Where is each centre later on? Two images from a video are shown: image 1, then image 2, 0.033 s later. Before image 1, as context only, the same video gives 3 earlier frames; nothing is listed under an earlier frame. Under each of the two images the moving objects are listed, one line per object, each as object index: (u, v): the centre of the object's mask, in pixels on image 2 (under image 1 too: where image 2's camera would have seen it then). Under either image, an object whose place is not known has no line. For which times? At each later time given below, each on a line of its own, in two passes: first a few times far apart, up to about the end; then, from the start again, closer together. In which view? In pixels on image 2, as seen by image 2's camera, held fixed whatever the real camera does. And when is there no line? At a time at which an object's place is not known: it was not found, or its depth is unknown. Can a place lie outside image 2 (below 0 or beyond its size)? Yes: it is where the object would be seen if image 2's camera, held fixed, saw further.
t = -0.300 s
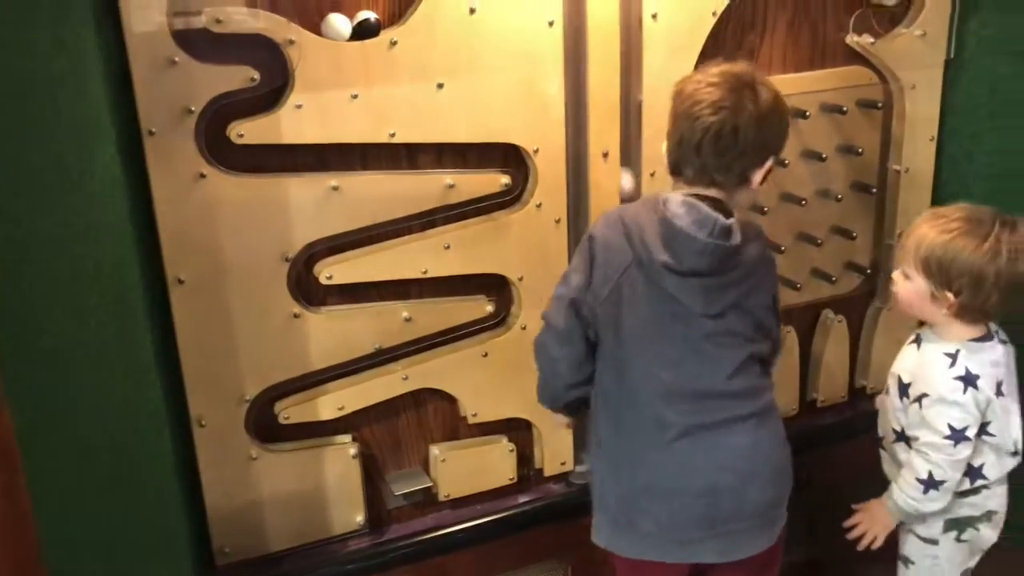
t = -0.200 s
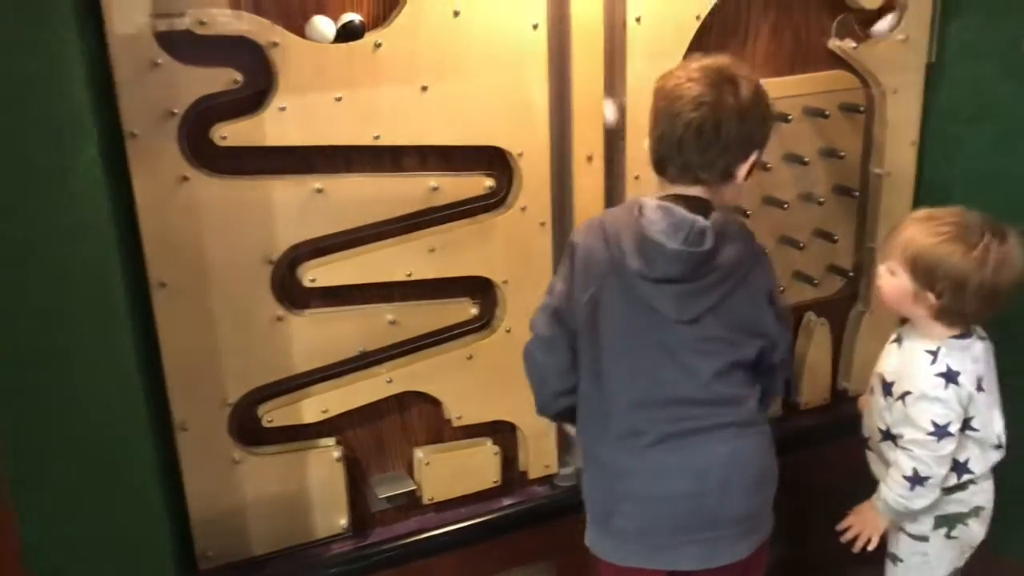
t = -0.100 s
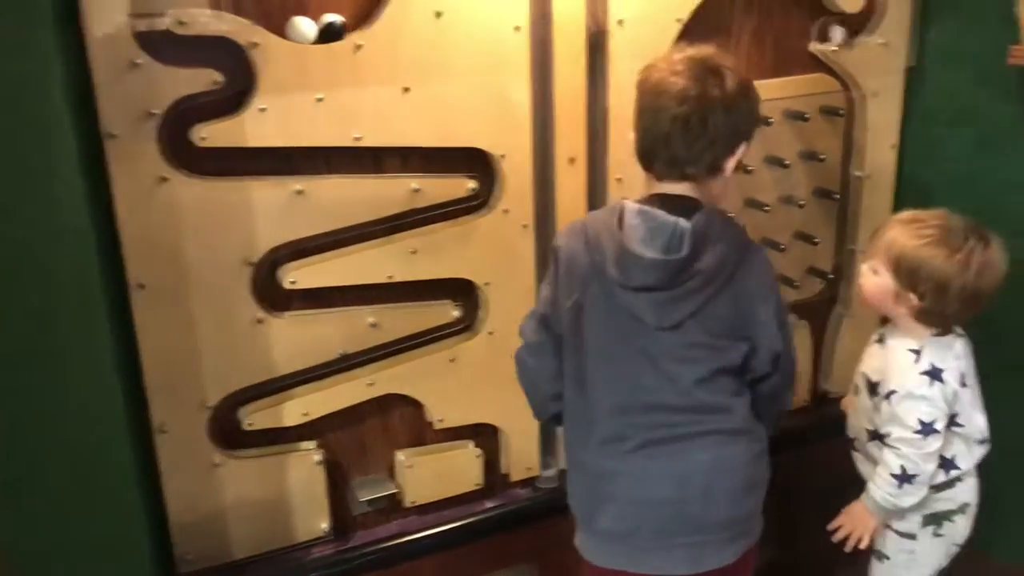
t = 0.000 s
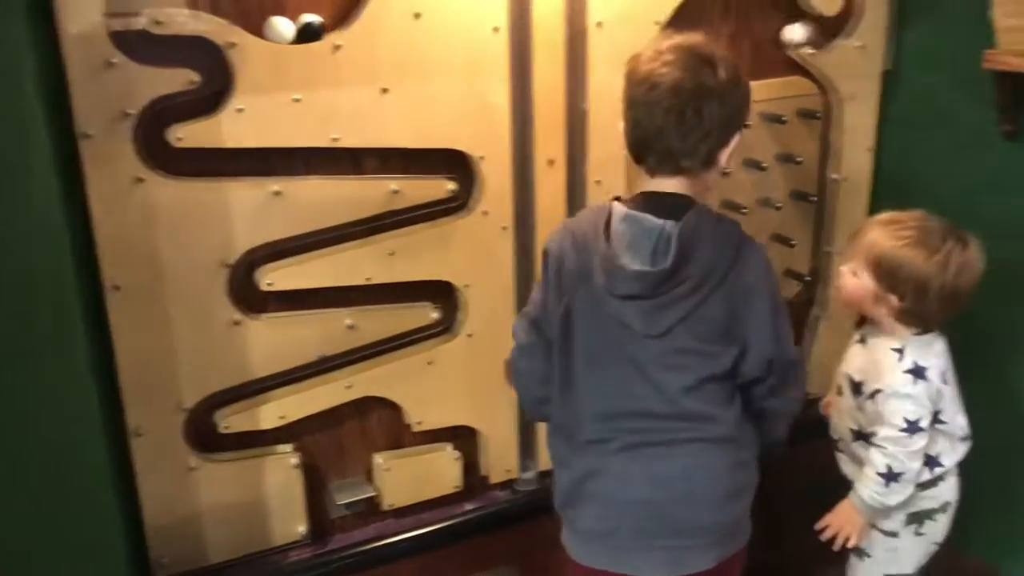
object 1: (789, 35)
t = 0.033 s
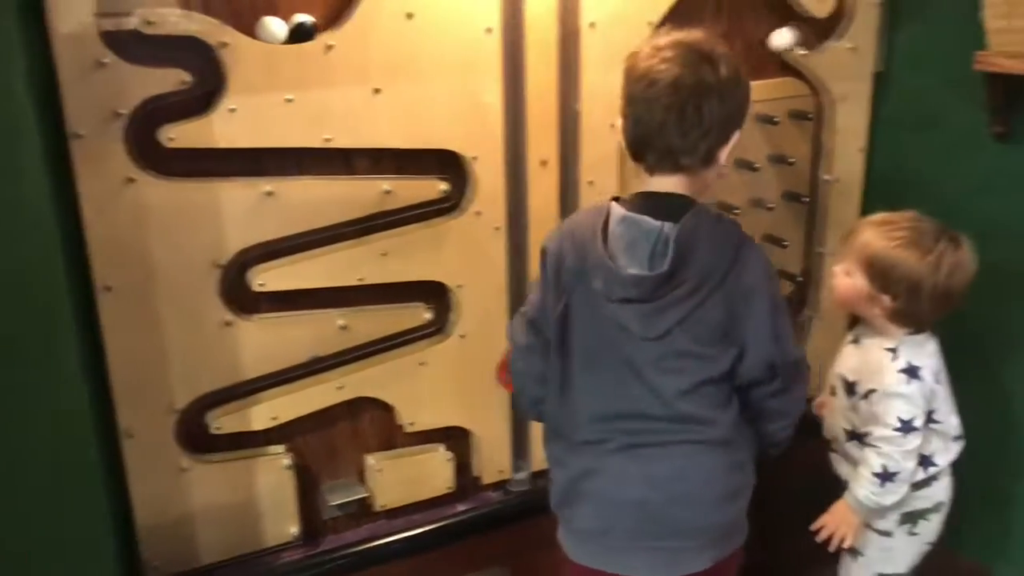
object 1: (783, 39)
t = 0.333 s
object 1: (692, 100)
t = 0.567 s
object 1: (694, 100)
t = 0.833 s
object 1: (670, 118)
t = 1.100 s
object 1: (638, 260)
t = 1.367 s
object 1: (654, 286)
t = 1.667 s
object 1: (668, 294)
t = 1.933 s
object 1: (636, 369)
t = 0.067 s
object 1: (778, 48)
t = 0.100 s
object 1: (779, 58)
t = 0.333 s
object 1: (692, 100)
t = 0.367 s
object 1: (699, 89)
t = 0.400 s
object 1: (702, 79)
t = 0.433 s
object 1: (700, 76)
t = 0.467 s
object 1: (697, 80)
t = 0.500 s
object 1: (695, 88)
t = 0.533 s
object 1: (696, 98)
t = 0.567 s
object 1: (694, 100)
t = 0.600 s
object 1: (693, 96)
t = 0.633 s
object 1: (691, 94)
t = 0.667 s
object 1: (689, 97)
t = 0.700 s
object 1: (686, 103)
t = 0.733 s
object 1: (682, 102)
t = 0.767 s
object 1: (679, 102)
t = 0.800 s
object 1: (675, 105)
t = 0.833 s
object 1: (670, 118)
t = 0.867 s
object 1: (669, 130)
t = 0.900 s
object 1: (661, 155)
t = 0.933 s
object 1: (649, 170)
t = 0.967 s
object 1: (633, 183)
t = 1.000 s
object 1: (627, 200)
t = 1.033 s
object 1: (633, 216)
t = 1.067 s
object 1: (635, 236)
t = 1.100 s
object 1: (638, 260)
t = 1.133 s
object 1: (643, 288)
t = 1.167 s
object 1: (632, 279)
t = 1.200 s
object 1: (628, 269)
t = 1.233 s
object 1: (636, 259)
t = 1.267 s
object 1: (638, 254)
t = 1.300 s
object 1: (643, 263)
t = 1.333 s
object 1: (648, 274)
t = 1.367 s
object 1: (654, 286)
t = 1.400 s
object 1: (659, 278)
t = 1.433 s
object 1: (662, 276)
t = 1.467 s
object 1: (662, 286)
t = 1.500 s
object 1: (666, 289)
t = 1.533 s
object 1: (673, 288)
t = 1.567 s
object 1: (679, 289)
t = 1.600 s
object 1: (676, 287)
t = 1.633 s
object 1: (672, 288)
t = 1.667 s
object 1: (668, 294)
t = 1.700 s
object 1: (671, 297)
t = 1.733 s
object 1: (675, 302)
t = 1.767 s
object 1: (670, 310)
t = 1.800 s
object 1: (662, 326)
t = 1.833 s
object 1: (654, 342)
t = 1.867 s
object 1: (643, 351)
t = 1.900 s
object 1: (633, 362)
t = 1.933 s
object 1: (636, 369)
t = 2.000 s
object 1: (634, 412)
